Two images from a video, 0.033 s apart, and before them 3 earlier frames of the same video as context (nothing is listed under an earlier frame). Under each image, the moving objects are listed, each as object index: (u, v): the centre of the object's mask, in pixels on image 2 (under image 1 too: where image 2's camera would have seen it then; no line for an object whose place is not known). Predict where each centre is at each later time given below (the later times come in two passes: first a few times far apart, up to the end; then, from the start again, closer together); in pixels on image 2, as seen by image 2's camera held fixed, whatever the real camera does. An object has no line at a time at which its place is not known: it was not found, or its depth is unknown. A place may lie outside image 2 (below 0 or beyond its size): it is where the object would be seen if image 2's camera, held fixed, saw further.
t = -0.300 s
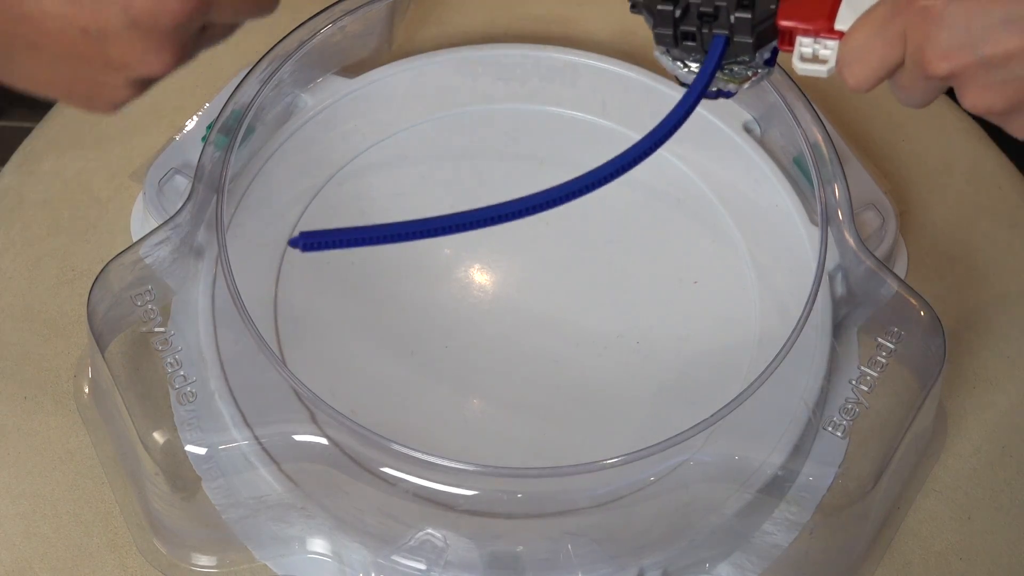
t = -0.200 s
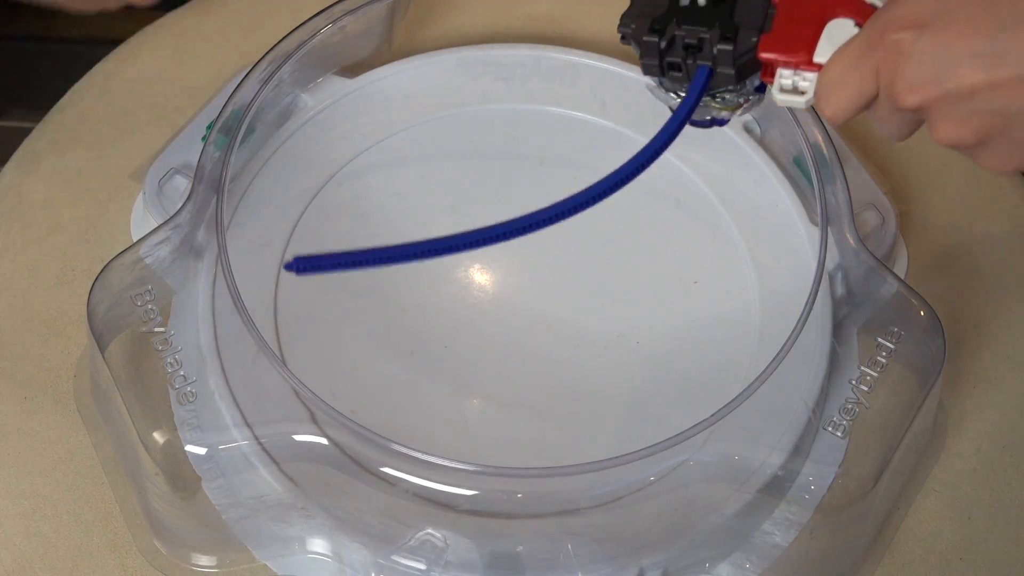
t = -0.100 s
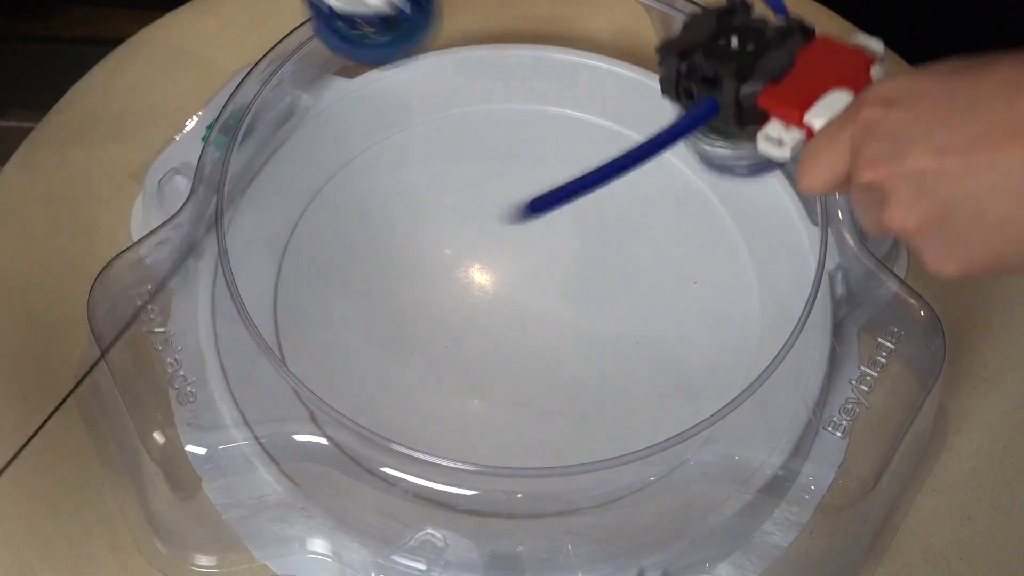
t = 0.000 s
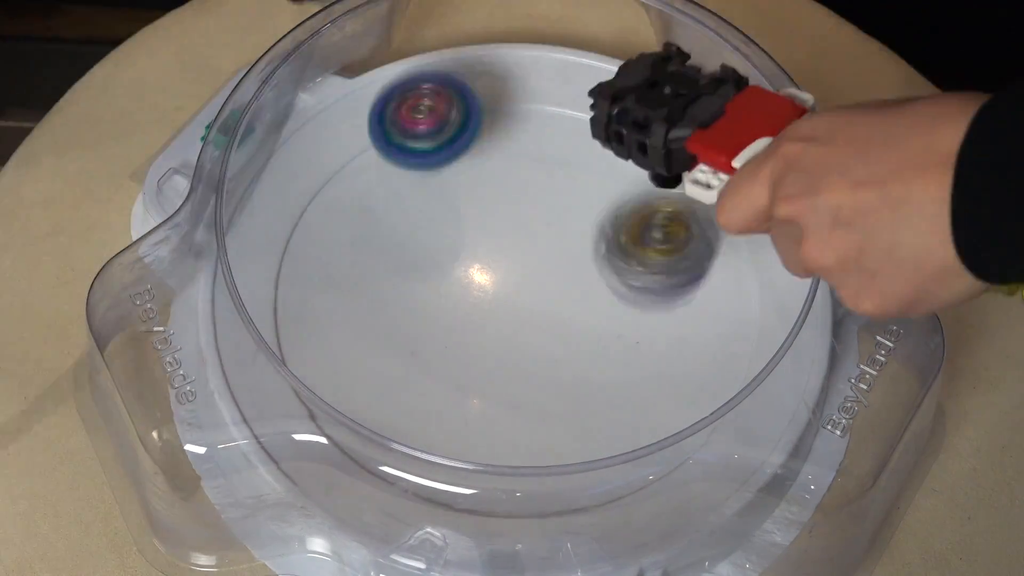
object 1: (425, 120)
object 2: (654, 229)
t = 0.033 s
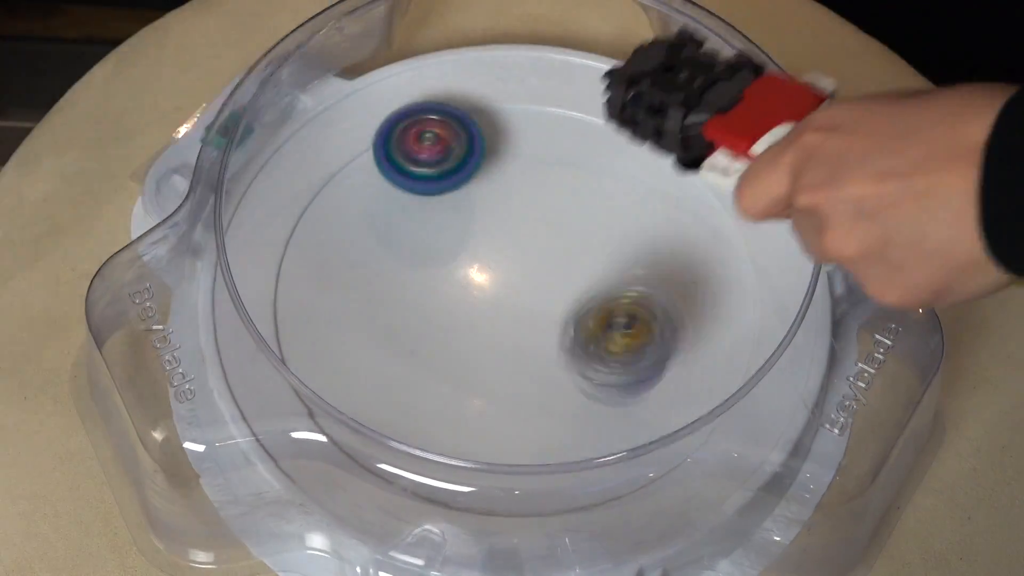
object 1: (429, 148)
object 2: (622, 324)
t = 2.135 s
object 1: (489, 351)
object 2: (294, 319)
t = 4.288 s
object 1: (543, 300)
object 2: (683, 429)
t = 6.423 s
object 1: (641, 395)
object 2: (481, 300)
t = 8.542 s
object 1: (647, 345)
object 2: (421, 402)
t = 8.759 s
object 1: (550, 396)
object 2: (451, 289)
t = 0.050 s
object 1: (432, 153)
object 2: (601, 373)
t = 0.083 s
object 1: (440, 169)
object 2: (565, 365)
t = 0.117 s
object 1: (448, 201)
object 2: (526, 359)
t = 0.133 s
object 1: (452, 215)
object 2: (509, 357)
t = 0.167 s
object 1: (460, 239)
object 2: (474, 353)
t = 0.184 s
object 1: (465, 253)
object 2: (459, 347)
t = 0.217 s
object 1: (473, 260)
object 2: (432, 354)
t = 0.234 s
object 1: (477, 264)
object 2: (420, 355)
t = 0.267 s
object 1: (485, 273)
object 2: (397, 355)
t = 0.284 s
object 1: (491, 278)
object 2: (389, 356)
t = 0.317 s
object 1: (499, 289)
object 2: (375, 350)
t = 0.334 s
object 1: (502, 294)
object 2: (369, 343)
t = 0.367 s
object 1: (510, 304)
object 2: (364, 333)
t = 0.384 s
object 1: (514, 308)
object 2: (365, 325)
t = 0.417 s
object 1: (521, 314)
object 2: (368, 311)
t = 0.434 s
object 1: (525, 318)
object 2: (373, 301)
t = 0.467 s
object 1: (533, 321)
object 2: (384, 285)
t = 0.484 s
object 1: (535, 322)
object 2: (392, 275)
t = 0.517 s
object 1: (542, 322)
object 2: (411, 253)
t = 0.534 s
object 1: (544, 321)
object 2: (426, 243)
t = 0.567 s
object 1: (549, 318)
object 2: (452, 221)
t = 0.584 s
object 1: (551, 315)
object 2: (463, 212)
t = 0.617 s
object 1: (553, 309)
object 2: (495, 190)
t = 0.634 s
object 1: (554, 306)
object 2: (514, 177)
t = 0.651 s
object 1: (554, 301)
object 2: (531, 169)
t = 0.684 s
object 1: (553, 293)
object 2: (568, 151)
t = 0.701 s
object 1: (552, 288)
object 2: (586, 147)
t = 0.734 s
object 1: (547, 279)
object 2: (621, 138)
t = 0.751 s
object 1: (545, 274)
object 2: (636, 135)
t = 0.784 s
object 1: (537, 266)
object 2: (674, 133)
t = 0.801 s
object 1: (534, 263)
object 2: (687, 138)
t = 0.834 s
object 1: (524, 257)
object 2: (709, 152)
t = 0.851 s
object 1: (519, 255)
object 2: (718, 162)
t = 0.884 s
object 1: (509, 252)
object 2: (737, 181)
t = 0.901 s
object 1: (503, 252)
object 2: (746, 191)
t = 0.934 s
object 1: (493, 253)
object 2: (763, 216)
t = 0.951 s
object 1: (488, 255)
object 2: (770, 231)
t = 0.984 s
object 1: (479, 260)
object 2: (775, 261)
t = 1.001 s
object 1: (475, 263)
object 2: (773, 276)
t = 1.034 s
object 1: (469, 271)
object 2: (763, 310)
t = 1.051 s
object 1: (467, 276)
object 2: (755, 327)
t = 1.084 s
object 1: (466, 287)
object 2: (735, 364)
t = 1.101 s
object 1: (466, 292)
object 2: (721, 381)
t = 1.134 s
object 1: (469, 304)
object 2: (687, 408)
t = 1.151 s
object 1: (472, 310)
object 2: (667, 418)
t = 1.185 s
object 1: (479, 321)
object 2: (618, 438)
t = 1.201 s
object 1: (485, 327)
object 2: (590, 439)
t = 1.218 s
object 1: (491, 331)
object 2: (562, 442)
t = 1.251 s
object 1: (504, 338)
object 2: (504, 440)
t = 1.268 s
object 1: (510, 342)
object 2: (472, 436)
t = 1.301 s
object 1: (524, 344)
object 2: (416, 422)
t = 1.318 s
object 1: (530, 344)
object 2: (388, 409)
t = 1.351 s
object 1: (544, 342)
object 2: (342, 382)
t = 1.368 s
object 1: (550, 340)
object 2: (320, 363)
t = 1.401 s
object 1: (561, 332)
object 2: (277, 327)
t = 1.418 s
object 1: (567, 329)
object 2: (284, 304)
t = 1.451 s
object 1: (574, 318)
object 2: (280, 258)
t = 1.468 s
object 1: (578, 312)
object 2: (284, 234)
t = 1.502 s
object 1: (580, 299)
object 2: (298, 183)
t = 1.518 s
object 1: (581, 292)
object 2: (312, 160)
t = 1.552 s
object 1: (578, 279)
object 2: (355, 125)
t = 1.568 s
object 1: (576, 272)
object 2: (379, 109)
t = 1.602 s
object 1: (568, 260)
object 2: (438, 85)
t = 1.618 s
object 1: (563, 253)
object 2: (469, 78)
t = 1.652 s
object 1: (552, 244)
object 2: (538, 73)
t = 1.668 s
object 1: (544, 240)
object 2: (572, 73)
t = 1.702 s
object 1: (530, 234)
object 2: (637, 72)
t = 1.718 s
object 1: (521, 233)
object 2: (662, 83)
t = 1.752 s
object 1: (504, 230)
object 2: (692, 143)
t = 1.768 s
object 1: (497, 231)
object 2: (704, 165)
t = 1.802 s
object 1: (481, 233)
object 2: (725, 235)
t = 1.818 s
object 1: (475, 235)
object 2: (730, 266)
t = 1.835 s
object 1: (469, 239)
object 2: (731, 298)
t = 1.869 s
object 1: (456, 247)
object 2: (719, 354)
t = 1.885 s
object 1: (452, 252)
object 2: (717, 393)
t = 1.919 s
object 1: (443, 264)
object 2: (676, 439)
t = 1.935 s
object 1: (441, 270)
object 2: (646, 449)
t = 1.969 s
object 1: (439, 285)
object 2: (579, 481)
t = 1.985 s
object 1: (439, 292)
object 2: (544, 485)
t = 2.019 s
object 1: (444, 307)
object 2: (471, 473)
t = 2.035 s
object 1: (446, 315)
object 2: (434, 462)
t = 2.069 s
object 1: (458, 328)
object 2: (373, 421)
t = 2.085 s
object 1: (464, 336)
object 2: (349, 399)
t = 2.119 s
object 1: (479, 347)
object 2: (309, 347)
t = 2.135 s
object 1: (489, 351)
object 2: (294, 319)
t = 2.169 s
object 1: (507, 360)
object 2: (286, 263)
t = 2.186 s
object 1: (516, 361)
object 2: (291, 233)
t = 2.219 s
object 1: (537, 363)
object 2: (314, 178)
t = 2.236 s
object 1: (546, 363)
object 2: (333, 156)
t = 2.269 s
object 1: (563, 357)
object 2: (378, 119)
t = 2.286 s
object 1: (572, 354)
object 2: (404, 104)
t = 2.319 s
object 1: (586, 344)
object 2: (465, 88)
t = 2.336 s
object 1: (592, 338)
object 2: (495, 83)
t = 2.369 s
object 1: (602, 324)
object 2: (555, 82)
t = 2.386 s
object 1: (605, 316)
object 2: (585, 88)
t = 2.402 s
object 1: (606, 309)
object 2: (610, 99)
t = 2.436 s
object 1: (606, 290)
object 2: (665, 125)
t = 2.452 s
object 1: (606, 282)
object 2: (688, 140)
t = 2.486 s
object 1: (600, 265)
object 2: (726, 186)
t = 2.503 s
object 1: (595, 256)
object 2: (738, 212)
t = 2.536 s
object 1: (583, 240)
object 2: (754, 267)
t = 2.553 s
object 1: (577, 233)
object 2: (751, 295)
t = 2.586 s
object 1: (562, 222)
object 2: (727, 353)
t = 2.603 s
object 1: (552, 217)
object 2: (714, 381)
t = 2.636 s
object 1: (533, 210)
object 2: (669, 431)
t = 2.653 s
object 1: (525, 208)
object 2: (638, 448)
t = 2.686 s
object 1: (504, 207)
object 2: (565, 474)
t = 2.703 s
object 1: (494, 207)
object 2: (526, 474)
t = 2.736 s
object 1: (475, 211)
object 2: (457, 467)
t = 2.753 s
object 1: (467, 216)
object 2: (423, 442)
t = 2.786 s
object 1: (449, 226)
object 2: (358, 413)
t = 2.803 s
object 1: (441, 232)
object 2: (343, 383)
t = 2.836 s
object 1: (430, 247)
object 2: (305, 335)
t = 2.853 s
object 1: (425, 256)
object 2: (296, 309)
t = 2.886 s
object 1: (418, 275)
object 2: (287, 256)
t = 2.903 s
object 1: (417, 284)
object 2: (289, 230)
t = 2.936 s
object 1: (420, 303)
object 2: (314, 183)
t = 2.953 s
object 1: (423, 314)
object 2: (330, 161)
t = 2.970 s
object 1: (427, 324)
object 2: (346, 140)
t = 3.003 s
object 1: (437, 342)
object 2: (387, 110)
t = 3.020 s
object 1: (445, 350)
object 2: (413, 100)
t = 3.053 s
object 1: (463, 364)
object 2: (466, 84)
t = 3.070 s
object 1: (473, 370)
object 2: (497, 78)
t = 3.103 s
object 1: (494, 378)
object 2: (551, 77)
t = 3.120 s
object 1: (505, 380)
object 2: (577, 82)
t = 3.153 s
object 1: (529, 380)
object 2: (628, 102)
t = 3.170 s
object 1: (541, 380)
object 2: (652, 115)
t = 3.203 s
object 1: (564, 375)
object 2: (696, 144)
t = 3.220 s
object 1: (574, 370)
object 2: (713, 163)
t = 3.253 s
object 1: (592, 358)
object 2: (740, 208)
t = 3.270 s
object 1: (600, 350)
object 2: (750, 233)
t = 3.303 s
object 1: (614, 332)
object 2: (751, 290)
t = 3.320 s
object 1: (620, 323)
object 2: (745, 316)
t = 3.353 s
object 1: (625, 304)
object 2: (715, 368)
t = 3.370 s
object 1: (626, 295)
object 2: (694, 390)
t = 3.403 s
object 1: (623, 275)
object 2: (652, 435)
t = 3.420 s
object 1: (620, 264)
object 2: (624, 448)
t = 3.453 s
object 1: (611, 245)
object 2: (558, 465)
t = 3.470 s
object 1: (605, 237)
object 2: (524, 465)
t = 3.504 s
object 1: (590, 222)
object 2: (462, 458)
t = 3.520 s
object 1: (581, 216)
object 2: (429, 446)
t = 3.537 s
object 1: (571, 211)
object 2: (402, 434)
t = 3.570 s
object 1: (551, 203)
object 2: (356, 404)
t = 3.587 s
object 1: (539, 201)
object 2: (342, 380)
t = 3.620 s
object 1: (515, 198)
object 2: (307, 343)
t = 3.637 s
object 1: (503, 199)
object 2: (296, 323)
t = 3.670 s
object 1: (480, 202)
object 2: (288, 278)
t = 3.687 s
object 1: (469, 206)
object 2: (285, 255)
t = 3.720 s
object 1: (449, 215)
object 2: (294, 212)
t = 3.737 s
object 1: (440, 221)
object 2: (303, 192)
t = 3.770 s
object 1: (425, 236)
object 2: (326, 156)
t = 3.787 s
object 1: (418, 244)
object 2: (339, 138)
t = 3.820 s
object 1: (408, 263)
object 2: (376, 110)
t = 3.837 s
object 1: (405, 273)
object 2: (396, 99)
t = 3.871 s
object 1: (404, 293)
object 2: (441, 83)
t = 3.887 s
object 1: (405, 303)
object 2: (465, 76)
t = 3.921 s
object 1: (412, 323)
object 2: (514, 71)
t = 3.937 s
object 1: (418, 333)
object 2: (540, 74)
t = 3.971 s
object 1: (434, 352)
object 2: (588, 83)
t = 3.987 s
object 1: (444, 360)
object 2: (611, 90)
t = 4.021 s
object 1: (465, 374)
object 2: (656, 114)
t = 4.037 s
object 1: (477, 379)
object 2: (675, 129)
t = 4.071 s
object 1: (502, 385)
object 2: (709, 162)
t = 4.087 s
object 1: (515, 386)
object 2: (723, 180)
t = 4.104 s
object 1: (527, 386)
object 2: (734, 202)
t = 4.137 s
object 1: (552, 382)
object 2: (751, 252)
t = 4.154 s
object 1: (564, 379)
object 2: (752, 277)
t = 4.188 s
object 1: (586, 368)
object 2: (737, 325)
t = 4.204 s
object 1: (596, 361)
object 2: (724, 351)
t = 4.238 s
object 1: (586, 338)
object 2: (705, 383)
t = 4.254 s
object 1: (572, 325)
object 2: (694, 392)
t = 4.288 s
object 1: (543, 300)
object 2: (683, 429)
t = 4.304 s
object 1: (528, 288)
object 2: (673, 447)
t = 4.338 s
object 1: (498, 265)
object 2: (653, 468)
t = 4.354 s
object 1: (483, 254)
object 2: (641, 479)
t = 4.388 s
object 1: (454, 234)
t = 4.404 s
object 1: (440, 225)
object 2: (594, 489)
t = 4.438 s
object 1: (415, 211)
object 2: (564, 488)
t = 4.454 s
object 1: (404, 206)
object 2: (549, 484)
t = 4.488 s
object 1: (383, 199)
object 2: (519, 472)
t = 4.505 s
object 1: (374, 197)
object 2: (507, 463)
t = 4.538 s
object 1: (358, 197)
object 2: (482, 439)
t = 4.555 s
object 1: (351, 200)
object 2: (466, 431)
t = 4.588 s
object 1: (340, 208)
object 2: (444, 414)
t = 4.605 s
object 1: (336, 214)
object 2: (433, 401)
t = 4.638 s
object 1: (330, 229)
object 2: (421, 356)
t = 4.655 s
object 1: (330, 239)
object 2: (415, 337)
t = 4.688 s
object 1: (313, 244)
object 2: (443, 307)
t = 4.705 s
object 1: (281, 229)
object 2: (481, 311)
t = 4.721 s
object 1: (264, 217)
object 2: (525, 311)
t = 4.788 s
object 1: (299, 200)
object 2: (680, 287)
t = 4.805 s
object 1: (319, 200)
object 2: (710, 282)
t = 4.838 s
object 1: (360, 205)
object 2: (755, 266)
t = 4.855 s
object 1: (379, 212)
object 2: (764, 257)
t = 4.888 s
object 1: (423, 213)
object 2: (777, 249)
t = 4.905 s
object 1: (445, 214)
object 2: (780, 249)
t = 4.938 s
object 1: (489, 219)
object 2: (771, 248)
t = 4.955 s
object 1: (508, 219)
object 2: (768, 248)
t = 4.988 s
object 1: (547, 221)
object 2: (754, 251)
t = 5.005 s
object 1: (566, 223)
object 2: (750, 251)
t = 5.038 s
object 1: (599, 225)
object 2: (732, 261)
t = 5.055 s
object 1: (612, 225)
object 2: (721, 265)
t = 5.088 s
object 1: (618, 213)
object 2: (720, 284)
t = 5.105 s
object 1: (609, 200)
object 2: (726, 301)
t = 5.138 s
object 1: (591, 174)
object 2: (732, 328)
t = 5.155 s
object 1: (582, 163)
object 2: (725, 341)
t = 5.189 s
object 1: (566, 145)
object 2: (703, 367)
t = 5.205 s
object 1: (558, 137)
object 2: (694, 374)
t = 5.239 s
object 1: (542, 124)
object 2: (668, 390)
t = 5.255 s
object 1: (536, 119)
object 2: (650, 399)
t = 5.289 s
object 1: (522, 112)
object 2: (624, 401)
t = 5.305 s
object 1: (514, 110)
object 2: (607, 404)
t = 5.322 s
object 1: (508, 110)
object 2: (592, 401)
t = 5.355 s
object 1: (497, 112)
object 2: (561, 393)
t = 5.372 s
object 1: (492, 114)
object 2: (545, 387)
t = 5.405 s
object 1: (483, 121)
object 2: (516, 370)
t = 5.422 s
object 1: (480, 125)
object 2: (504, 362)
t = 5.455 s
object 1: (476, 136)
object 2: (481, 340)
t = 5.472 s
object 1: (474, 142)
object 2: (471, 330)
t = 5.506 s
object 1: (474, 157)
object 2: (455, 308)
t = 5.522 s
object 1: (475, 164)
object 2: (447, 296)
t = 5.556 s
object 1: (477, 181)
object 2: (442, 268)
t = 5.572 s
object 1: (484, 181)
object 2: (431, 266)
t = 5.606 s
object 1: (506, 169)
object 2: (407, 272)
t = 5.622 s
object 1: (516, 164)
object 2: (395, 273)
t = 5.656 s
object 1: (534, 163)
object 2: (379, 279)
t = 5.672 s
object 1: (543, 163)
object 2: (373, 281)
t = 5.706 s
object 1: (557, 164)
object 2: (366, 279)
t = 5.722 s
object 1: (565, 166)
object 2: (361, 280)
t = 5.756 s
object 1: (578, 171)
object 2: (360, 275)
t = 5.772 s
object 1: (583, 175)
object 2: (359, 275)
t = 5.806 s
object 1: (594, 184)
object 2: (363, 267)
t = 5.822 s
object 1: (599, 188)
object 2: (367, 266)
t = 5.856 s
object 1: (606, 199)
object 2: (374, 257)
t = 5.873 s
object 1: (610, 205)
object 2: (380, 254)
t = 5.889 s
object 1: (614, 210)
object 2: (387, 250)
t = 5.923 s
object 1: (618, 223)
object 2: (398, 242)
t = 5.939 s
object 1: (621, 228)
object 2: (403, 236)
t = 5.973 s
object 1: (624, 240)
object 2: (418, 230)
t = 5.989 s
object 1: (626, 247)
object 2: (425, 225)
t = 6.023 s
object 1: (628, 259)
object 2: (439, 221)
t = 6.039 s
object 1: (628, 265)
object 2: (446, 219)
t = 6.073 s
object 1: (628, 278)
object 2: (463, 219)
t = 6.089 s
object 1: (628, 283)
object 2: (470, 218)
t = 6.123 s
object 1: (627, 295)
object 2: (486, 227)
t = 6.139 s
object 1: (627, 301)
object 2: (493, 228)
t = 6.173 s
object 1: (624, 311)
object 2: (508, 240)
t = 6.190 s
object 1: (623, 317)
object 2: (514, 246)
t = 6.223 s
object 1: (623, 329)
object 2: (526, 261)
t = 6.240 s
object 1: (628, 338)
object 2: (522, 263)
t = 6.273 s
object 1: (637, 353)
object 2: (517, 270)
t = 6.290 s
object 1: (640, 359)
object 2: (515, 276)
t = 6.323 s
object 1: (644, 371)
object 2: (508, 282)
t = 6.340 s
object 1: (645, 376)
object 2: (505, 289)
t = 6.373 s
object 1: (645, 385)
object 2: (495, 293)
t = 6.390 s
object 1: (645, 389)
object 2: (490, 297)
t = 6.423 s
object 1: (641, 395)
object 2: (481, 300)
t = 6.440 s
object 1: (638, 397)
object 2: (476, 303)
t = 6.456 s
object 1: (636, 400)
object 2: (471, 301)
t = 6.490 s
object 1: (628, 403)
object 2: (461, 305)
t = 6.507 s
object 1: (624, 405)
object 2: (460, 302)
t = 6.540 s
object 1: (614, 407)
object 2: (452, 302)
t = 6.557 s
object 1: (607, 408)
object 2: (449, 301)
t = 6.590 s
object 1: (596, 407)
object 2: (445, 292)
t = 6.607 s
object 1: (589, 407)
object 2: (442, 294)
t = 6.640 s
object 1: (574, 404)
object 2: (440, 287)
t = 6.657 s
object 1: (567, 403)
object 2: (437, 287)
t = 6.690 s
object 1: (551, 398)
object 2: (438, 281)
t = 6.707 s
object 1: (544, 395)
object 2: (439, 278)
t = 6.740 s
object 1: (528, 390)
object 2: (446, 274)
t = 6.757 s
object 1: (520, 386)
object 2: (445, 272)
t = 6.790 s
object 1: (503, 379)
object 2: (457, 269)
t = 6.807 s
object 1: (497, 374)
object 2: (460, 268)
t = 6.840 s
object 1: (482, 369)
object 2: (470, 266)
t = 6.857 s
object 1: (476, 371)
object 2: (476, 258)
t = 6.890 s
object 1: (463, 373)
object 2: (488, 248)
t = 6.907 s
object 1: (456, 374)
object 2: (493, 244)
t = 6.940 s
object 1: (445, 373)
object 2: (507, 237)
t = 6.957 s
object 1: (438, 372)
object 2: (514, 239)
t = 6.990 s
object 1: (428, 369)
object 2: (527, 238)
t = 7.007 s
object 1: (423, 366)
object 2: (536, 240)
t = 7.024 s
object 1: (418, 364)
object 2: (544, 240)
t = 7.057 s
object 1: (410, 358)
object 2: (556, 248)
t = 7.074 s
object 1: (406, 354)
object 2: (563, 252)
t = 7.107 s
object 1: (400, 347)
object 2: (575, 260)
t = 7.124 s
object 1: (397, 342)
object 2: (578, 269)
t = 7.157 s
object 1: (393, 334)
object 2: (582, 279)
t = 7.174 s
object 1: (391, 329)
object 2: (585, 286)
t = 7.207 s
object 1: (390, 320)
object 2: (587, 303)
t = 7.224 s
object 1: (389, 315)
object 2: (584, 309)
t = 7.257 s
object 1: (390, 306)
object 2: (581, 320)
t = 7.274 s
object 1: (391, 300)
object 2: (575, 327)
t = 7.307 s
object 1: (394, 291)
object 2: (567, 339)
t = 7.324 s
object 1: (395, 286)
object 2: (561, 341)
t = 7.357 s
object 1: (400, 276)
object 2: (547, 348)
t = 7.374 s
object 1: (403, 271)
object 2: (540, 352)
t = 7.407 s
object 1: (409, 262)
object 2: (524, 350)
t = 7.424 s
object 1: (413, 256)
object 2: (514, 353)
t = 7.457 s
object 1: (420, 248)
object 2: (497, 350)
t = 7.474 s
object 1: (424, 243)
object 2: (489, 347)
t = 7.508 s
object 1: (433, 235)
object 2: (476, 338)
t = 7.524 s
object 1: (437, 230)
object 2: (468, 334)
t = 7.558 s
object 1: (447, 223)
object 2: (456, 322)
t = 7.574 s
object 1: (451, 219)
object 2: (451, 314)
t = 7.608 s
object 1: (461, 193)
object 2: (445, 318)
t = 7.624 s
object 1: (467, 179)
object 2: (443, 325)
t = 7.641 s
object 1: (473, 168)
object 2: (439, 327)
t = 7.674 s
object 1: (483, 146)
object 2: (433, 335)
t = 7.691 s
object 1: (489, 139)
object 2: (434, 337)
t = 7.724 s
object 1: (498, 124)
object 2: (429, 340)
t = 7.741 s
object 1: (503, 119)
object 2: (427, 342)
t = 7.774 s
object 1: (510, 111)
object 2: (425, 342)
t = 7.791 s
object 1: (516, 108)
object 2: (422, 340)
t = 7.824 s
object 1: (523, 105)
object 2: (419, 340)
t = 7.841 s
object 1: (528, 104)
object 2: (421, 337)
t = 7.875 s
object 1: (536, 107)
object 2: (423, 332)
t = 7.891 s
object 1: (540, 109)
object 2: (426, 330)
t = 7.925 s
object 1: (548, 117)
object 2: (431, 325)
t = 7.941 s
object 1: (552, 121)
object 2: (435, 325)
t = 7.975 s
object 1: (560, 134)
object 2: (446, 321)
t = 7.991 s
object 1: (564, 140)
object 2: (450, 319)
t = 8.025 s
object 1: (571, 158)
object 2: (459, 316)
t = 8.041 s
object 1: (574, 167)
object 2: (466, 315)
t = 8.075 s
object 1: (580, 187)
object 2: (480, 312)
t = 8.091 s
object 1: (582, 198)
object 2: (491, 313)
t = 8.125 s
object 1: (588, 220)
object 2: (506, 312)
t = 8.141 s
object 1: (590, 233)
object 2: (513, 313)
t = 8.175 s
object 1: (596, 253)
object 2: (529, 316)
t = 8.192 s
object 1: (600, 263)
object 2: (533, 320)
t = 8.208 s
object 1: (608, 263)
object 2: (533, 331)
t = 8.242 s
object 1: (626, 260)
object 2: (523, 356)
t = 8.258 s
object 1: (634, 262)
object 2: (518, 367)
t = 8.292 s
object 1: (647, 266)
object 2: (508, 383)
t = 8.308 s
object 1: (652, 268)
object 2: (505, 389)
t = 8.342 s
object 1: (661, 276)
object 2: (493, 402)
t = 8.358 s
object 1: (663, 281)
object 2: (486, 408)
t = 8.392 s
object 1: (667, 291)
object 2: (474, 413)
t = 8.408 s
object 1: (667, 297)
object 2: (467, 414)
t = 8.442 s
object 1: (667, 309)
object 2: (455, 417)
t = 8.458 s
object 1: (665, 315)
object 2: (450, 416)
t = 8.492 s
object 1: (660, 327)
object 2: (440, 411)
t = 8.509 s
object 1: (657, 333)
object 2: (431, 408)
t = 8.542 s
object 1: (647, 345)
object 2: (421, 402)
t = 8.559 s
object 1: (643, 350)
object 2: (414, 387)
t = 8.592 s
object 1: (631, 360)
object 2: (408, 373)
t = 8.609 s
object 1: (624, 365)
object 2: (407, 367)
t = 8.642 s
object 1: (609, 375)
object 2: (408, 350)
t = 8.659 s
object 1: (601, 379)
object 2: (412, 340)
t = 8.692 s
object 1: (585, 386)
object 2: (420, 322)
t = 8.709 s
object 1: (576, 390)
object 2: (426, 314)
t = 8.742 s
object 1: (558, 394)
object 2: (441, 297)
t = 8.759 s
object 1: (550, 396)
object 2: (451, 289)
